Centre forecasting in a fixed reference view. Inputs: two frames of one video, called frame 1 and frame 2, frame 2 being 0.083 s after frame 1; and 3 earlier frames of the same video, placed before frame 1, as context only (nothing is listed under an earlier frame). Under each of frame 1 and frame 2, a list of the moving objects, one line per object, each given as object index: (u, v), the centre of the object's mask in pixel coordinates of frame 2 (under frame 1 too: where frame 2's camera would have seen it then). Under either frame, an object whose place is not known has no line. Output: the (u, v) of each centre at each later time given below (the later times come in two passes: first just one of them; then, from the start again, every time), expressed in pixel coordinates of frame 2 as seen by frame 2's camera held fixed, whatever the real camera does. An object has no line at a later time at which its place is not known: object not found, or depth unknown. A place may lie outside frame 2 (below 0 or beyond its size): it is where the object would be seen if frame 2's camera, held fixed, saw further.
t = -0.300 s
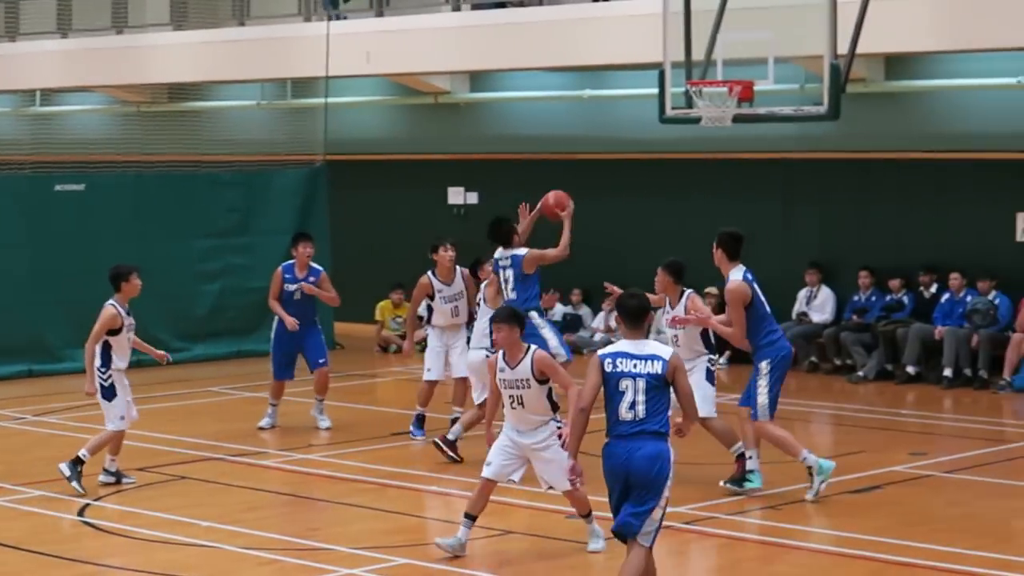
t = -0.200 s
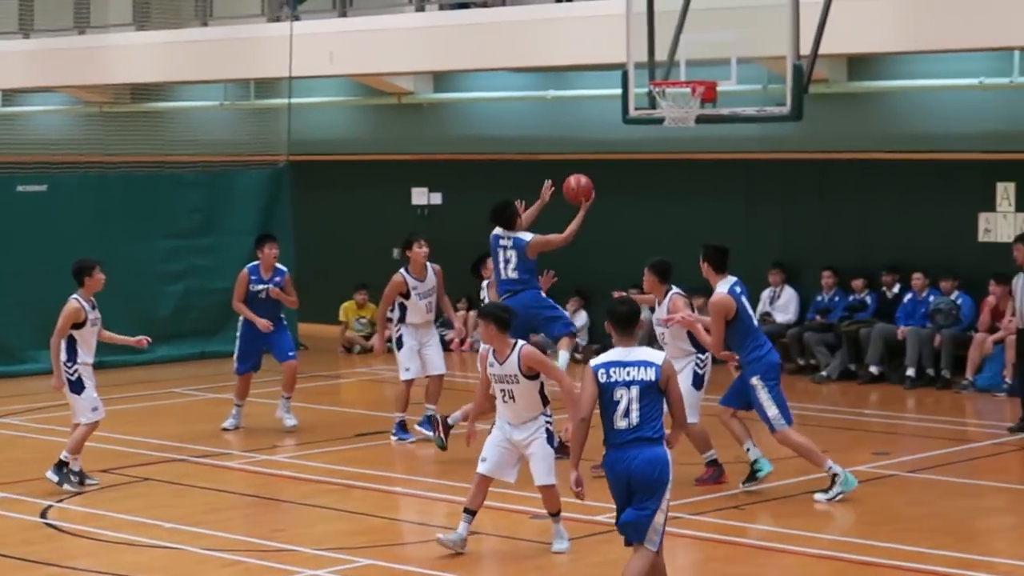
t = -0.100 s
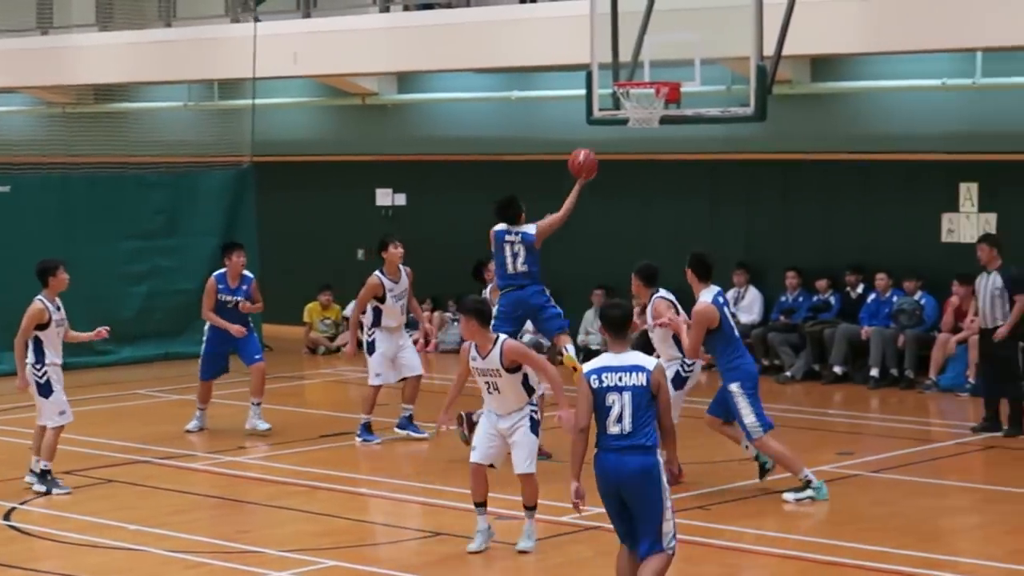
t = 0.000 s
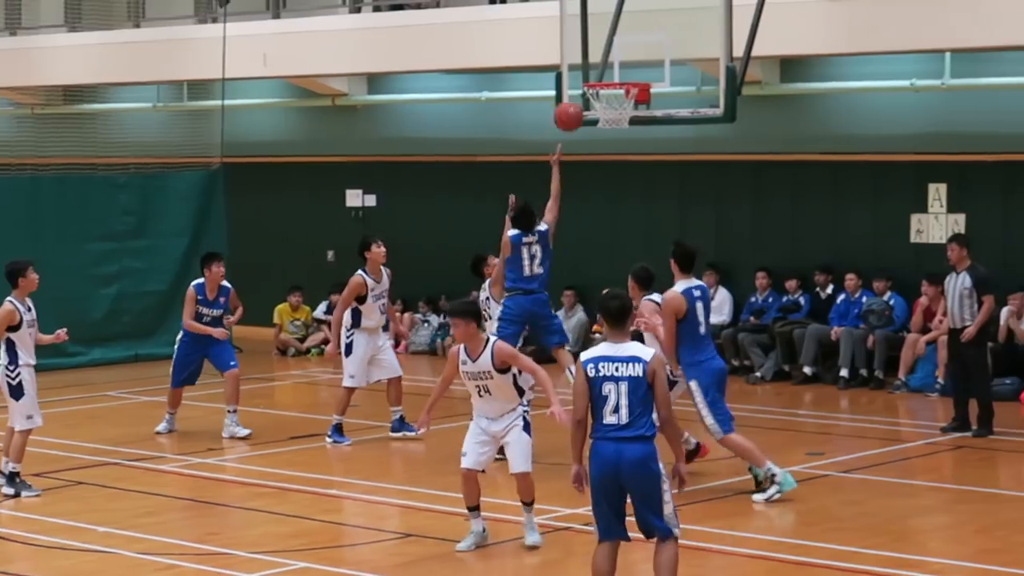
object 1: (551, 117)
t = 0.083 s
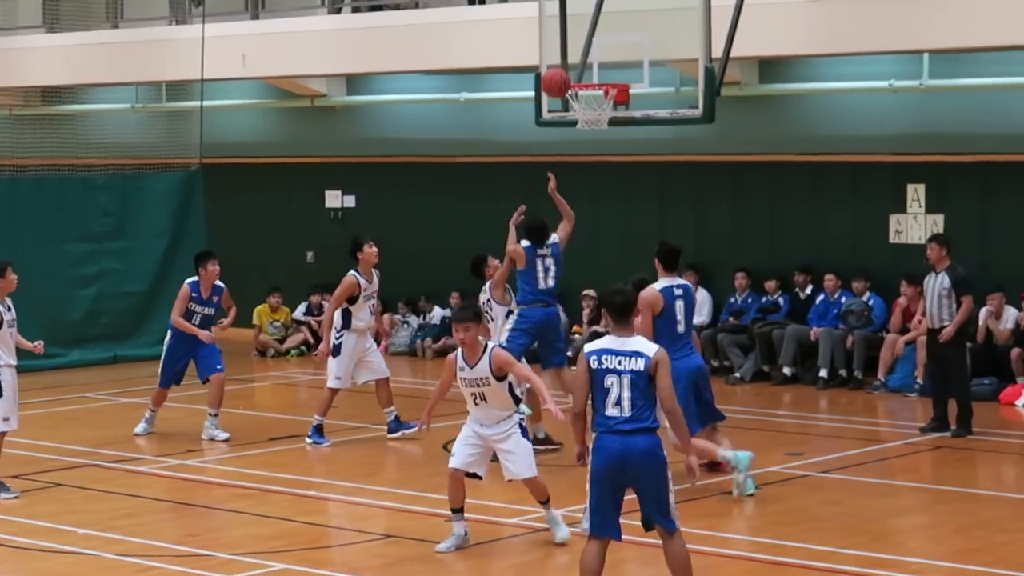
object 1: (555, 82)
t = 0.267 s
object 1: (566, 37)
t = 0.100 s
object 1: (556, 77)
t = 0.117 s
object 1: (557, 71)
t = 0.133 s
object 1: (558, 66)
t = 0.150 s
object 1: (559, 62)
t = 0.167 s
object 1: (559, 56)
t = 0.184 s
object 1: (560, 53)
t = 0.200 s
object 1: (561, 49)
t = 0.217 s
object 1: (563, 45)
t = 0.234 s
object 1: (564, 43)
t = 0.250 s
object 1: (565, 40)
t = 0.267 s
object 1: (566, 37)
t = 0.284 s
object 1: (567, 35)
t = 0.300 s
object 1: (568, 34)
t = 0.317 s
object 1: (570, 32)
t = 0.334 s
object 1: (571, 31)
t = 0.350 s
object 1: (571, 30)
